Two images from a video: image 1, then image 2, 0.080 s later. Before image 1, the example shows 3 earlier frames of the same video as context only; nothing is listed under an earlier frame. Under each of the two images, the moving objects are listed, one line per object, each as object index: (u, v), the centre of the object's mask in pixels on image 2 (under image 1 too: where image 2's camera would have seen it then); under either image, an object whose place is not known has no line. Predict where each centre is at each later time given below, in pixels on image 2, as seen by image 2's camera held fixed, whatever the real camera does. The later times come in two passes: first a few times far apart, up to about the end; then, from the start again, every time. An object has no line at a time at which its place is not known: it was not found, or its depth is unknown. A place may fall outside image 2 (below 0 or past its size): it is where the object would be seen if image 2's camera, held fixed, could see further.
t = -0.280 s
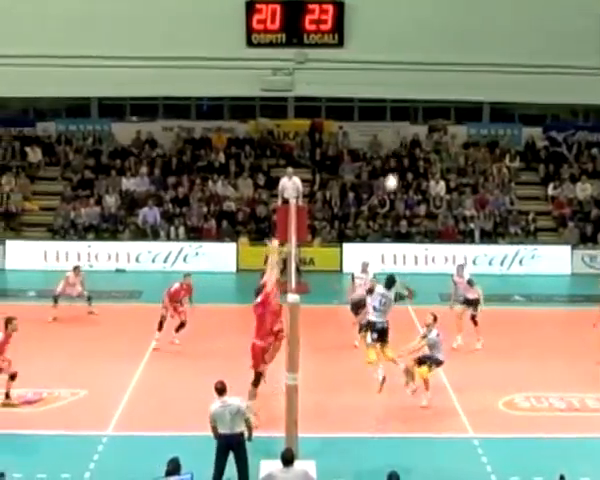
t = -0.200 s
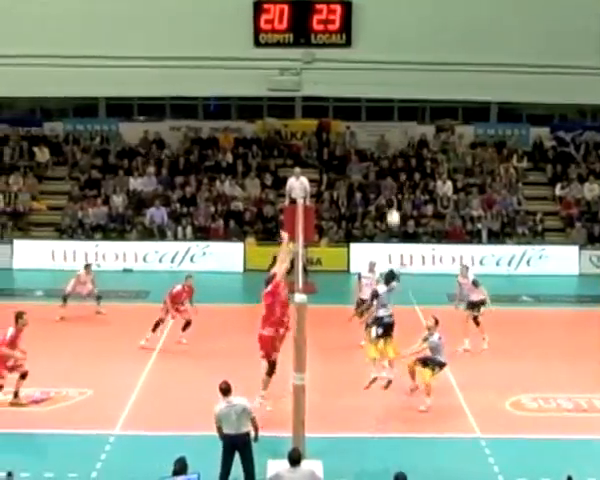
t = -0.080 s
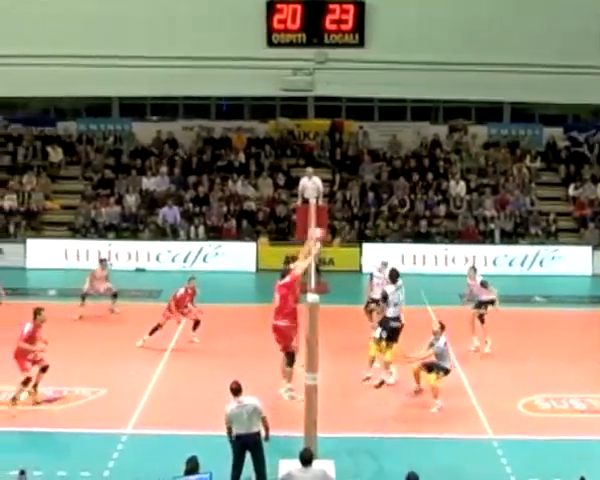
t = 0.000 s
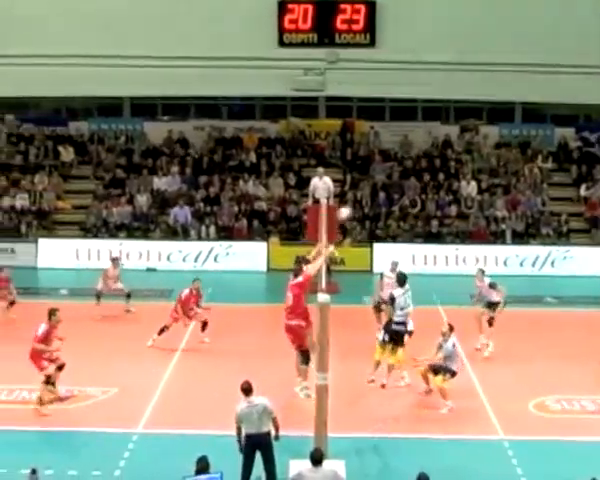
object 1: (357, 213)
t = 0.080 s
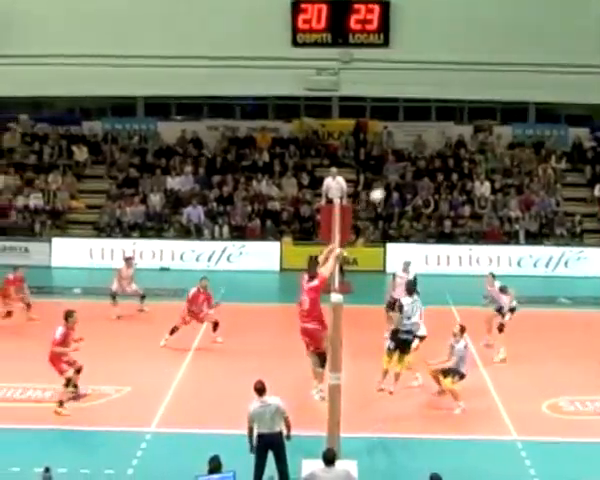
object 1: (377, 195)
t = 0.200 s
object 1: (405, 175)
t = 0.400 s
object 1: (451, 162)
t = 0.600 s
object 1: (493, 170)
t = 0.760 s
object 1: (523, 191)
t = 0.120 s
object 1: (386, 187)
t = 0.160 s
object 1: (396, 181)
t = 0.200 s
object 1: (405, 175)
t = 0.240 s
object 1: (415, 171)
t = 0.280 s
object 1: (424, 167)
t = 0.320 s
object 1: (433, 164)
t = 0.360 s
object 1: (442, 162)
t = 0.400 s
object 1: (451, 162)
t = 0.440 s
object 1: (460, 161)
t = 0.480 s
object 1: (468, 162)
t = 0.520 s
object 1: (477, 163)
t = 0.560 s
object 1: (484, 166)
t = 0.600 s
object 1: (493, 170)
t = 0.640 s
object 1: (501, 174)
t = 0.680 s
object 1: (508, 179)
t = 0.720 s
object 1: (516, 185)
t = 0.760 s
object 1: (523, 191)
